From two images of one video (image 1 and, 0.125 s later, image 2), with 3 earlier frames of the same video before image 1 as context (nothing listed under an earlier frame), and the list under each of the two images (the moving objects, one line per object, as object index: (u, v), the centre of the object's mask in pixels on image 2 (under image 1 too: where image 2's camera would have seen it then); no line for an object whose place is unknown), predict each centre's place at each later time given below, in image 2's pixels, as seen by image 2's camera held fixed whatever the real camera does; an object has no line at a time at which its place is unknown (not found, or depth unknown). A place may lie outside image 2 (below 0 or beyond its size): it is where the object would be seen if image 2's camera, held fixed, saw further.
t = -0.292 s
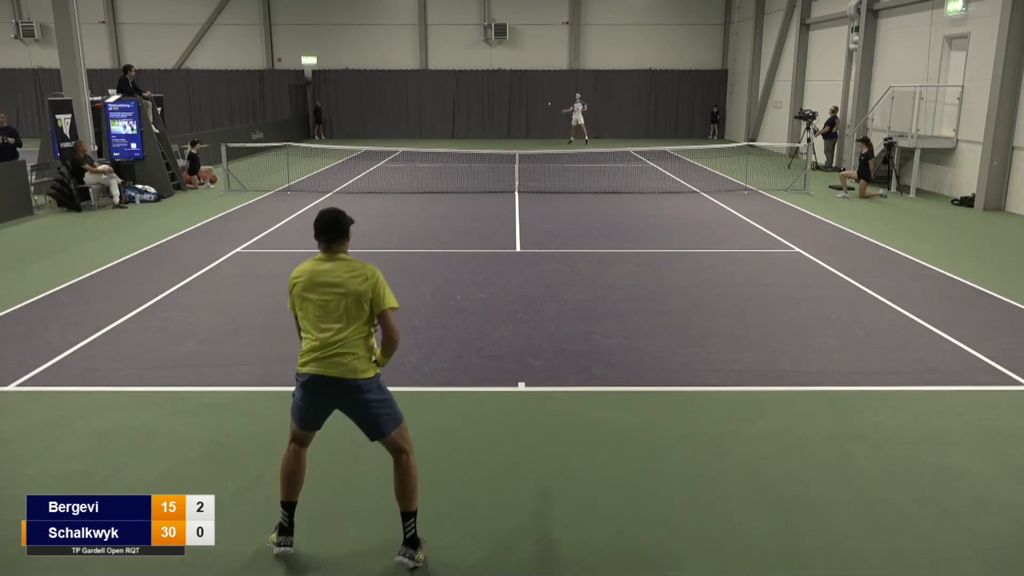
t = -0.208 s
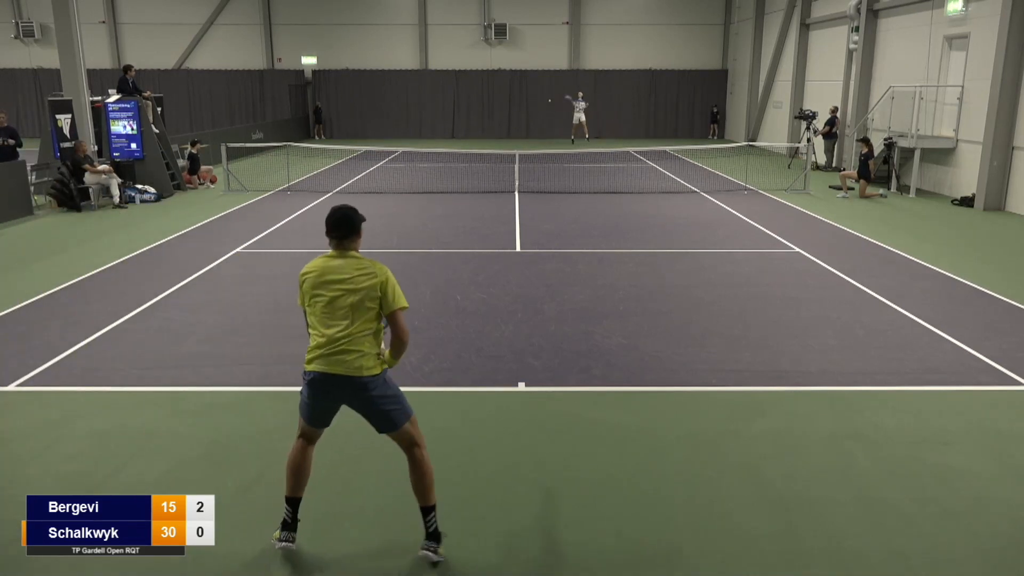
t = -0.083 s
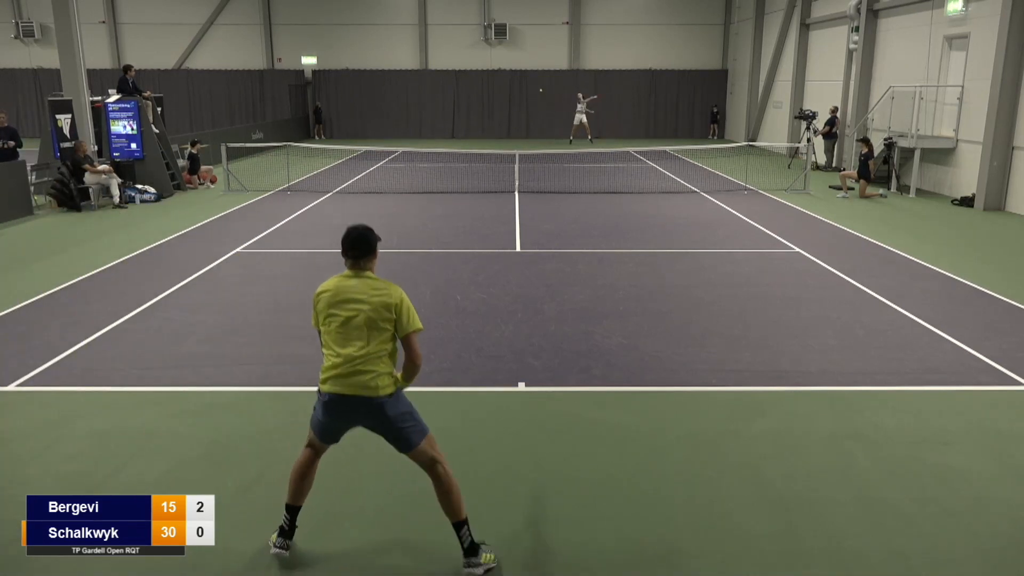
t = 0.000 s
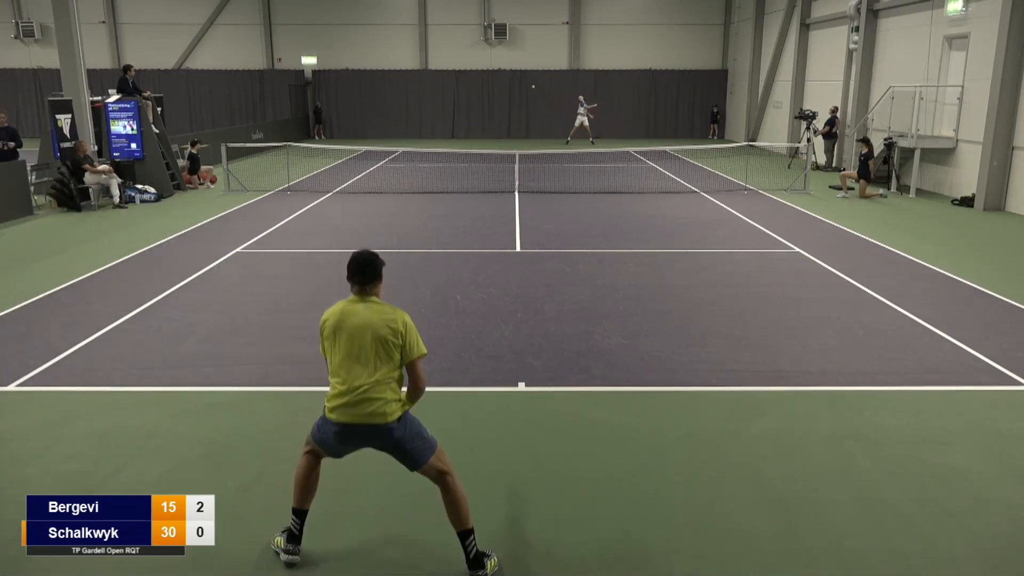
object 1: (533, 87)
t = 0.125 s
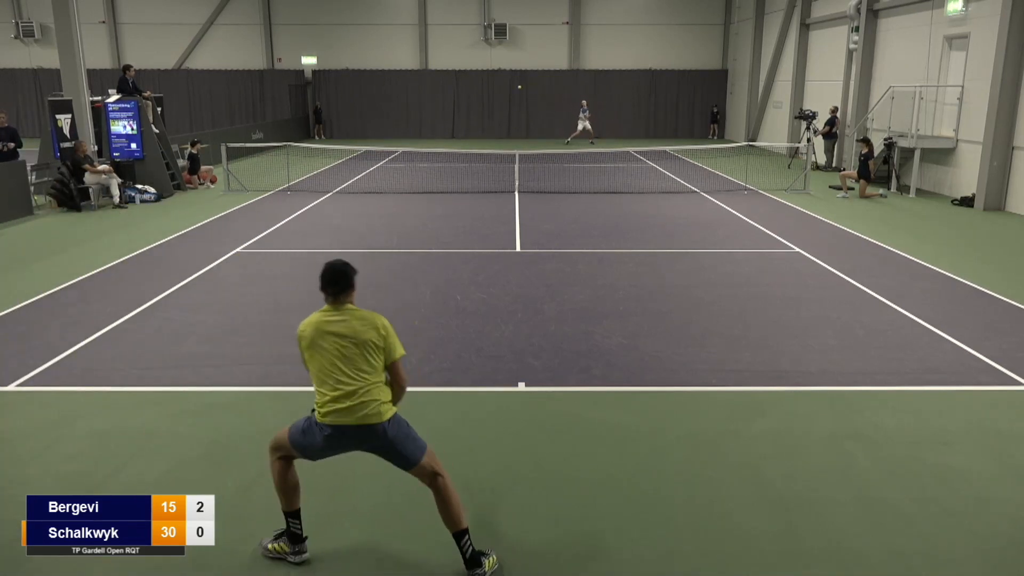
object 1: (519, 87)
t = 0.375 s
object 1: (477, 120)
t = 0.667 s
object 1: (385, 262)
